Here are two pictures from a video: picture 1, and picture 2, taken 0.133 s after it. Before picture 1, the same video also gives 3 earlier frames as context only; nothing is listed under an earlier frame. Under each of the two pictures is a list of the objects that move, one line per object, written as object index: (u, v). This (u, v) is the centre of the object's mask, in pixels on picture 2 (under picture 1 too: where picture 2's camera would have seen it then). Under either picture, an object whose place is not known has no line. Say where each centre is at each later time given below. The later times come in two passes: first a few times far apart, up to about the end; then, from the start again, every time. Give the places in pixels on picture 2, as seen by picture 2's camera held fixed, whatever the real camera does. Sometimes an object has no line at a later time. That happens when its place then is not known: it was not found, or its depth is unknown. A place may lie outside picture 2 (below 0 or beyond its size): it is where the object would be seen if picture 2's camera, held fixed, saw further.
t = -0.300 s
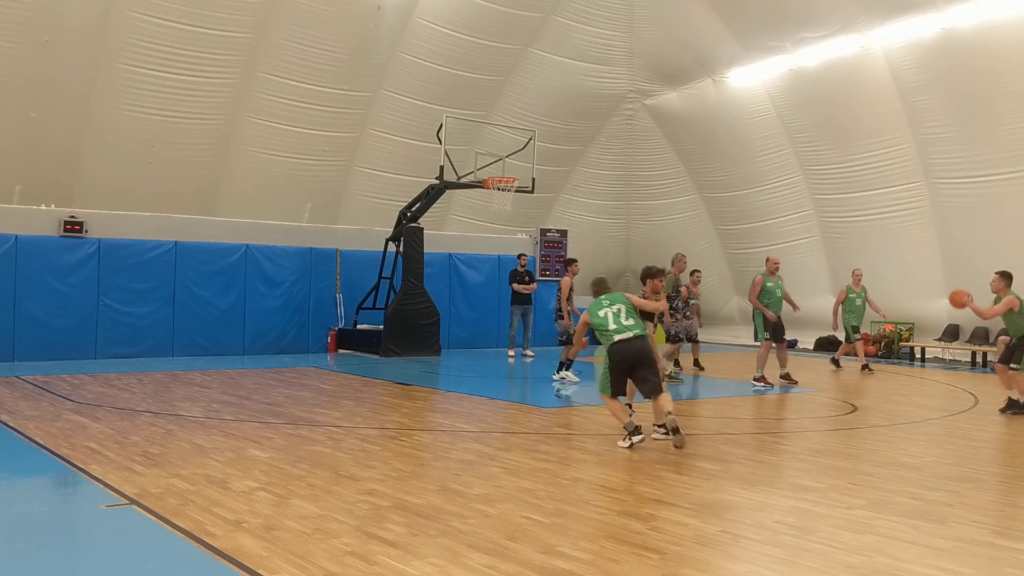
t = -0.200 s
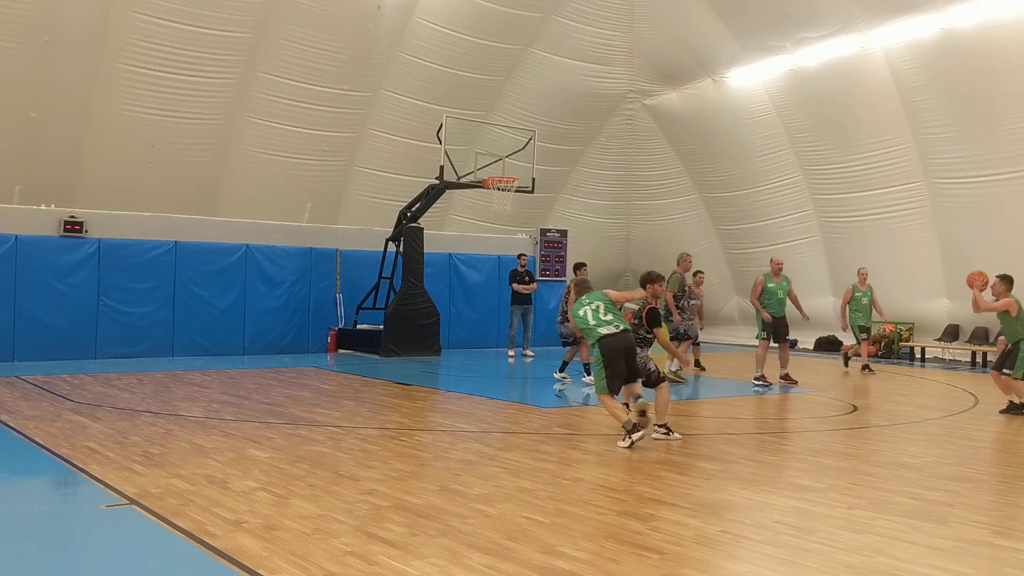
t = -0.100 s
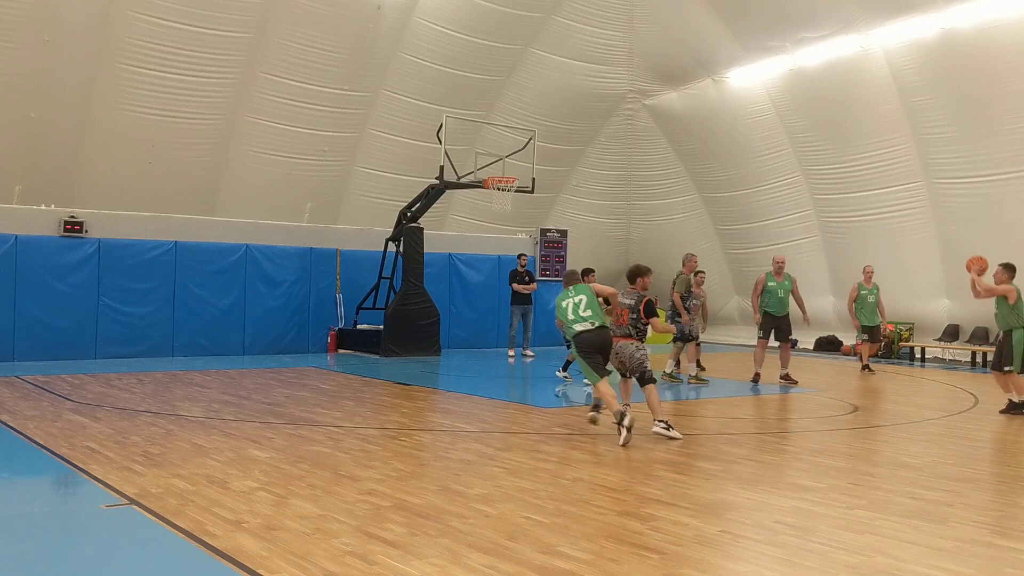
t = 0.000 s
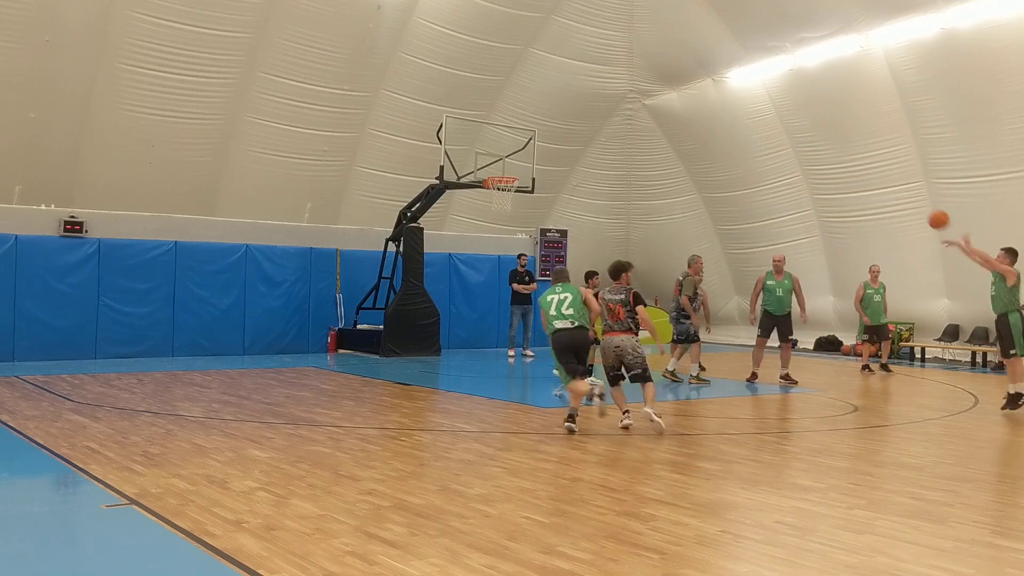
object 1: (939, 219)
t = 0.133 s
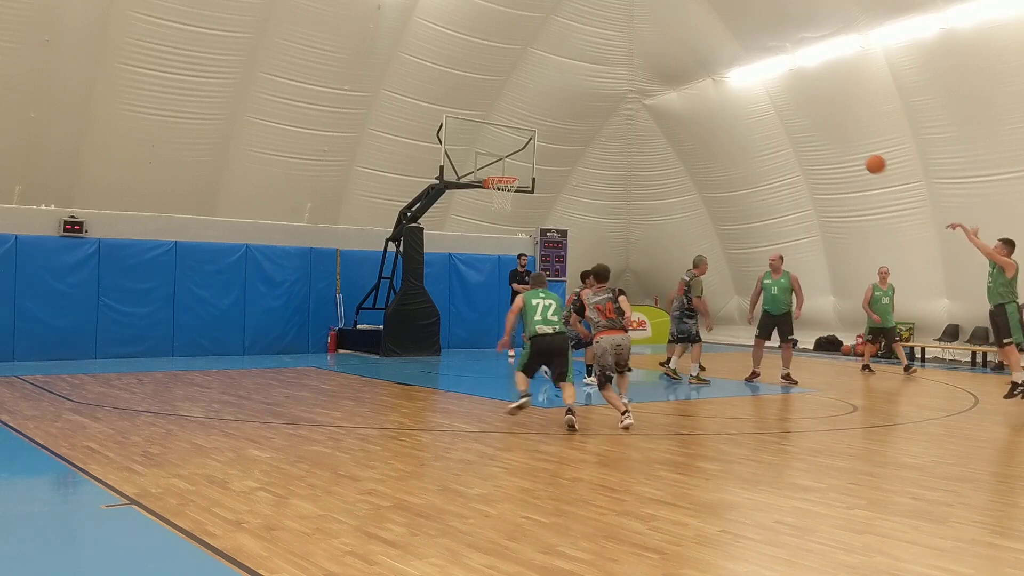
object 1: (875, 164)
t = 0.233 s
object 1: (832, 134)
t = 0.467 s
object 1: (735, 96)
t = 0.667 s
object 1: (663, 96)
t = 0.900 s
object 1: (586, 128)
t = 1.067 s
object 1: (535, 170)
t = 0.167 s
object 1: (860, 153)
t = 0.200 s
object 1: (846, 143)
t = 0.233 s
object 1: (832, 134)
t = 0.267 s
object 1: (817, 126)
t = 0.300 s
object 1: (803, 118)
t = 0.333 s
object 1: (789, 112)
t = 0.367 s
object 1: (776, 107)
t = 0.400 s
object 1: (761, 104)
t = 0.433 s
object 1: (750, 98)
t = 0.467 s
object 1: (735, 96)
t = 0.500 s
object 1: (724, 94)
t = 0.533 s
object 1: (712, 92)
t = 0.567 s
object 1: (698, 93)
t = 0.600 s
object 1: (686, 93)
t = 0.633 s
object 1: (674, 94)
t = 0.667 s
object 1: (663, 96)
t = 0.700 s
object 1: (651, 99)
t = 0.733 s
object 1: (640, 102)
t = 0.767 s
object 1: (629, 106)
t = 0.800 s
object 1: (617, 110)
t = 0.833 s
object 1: (607, 116)
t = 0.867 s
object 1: (596, 121)
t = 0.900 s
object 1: (586, 128)
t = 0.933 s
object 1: (575, 136)
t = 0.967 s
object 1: (565, 144)
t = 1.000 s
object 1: (555, 152)
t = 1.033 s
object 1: (545, 161)
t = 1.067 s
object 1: (535, 170)
